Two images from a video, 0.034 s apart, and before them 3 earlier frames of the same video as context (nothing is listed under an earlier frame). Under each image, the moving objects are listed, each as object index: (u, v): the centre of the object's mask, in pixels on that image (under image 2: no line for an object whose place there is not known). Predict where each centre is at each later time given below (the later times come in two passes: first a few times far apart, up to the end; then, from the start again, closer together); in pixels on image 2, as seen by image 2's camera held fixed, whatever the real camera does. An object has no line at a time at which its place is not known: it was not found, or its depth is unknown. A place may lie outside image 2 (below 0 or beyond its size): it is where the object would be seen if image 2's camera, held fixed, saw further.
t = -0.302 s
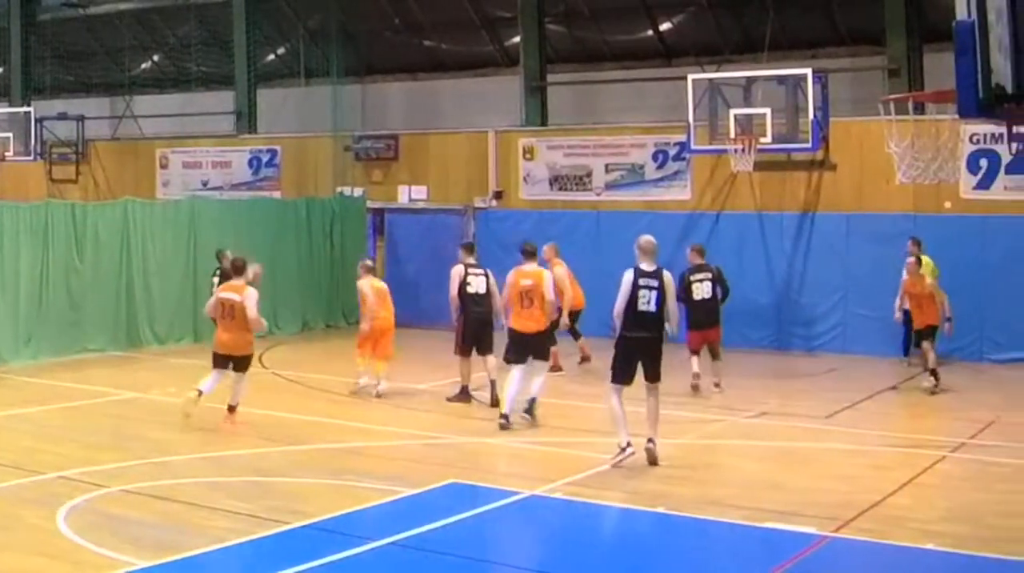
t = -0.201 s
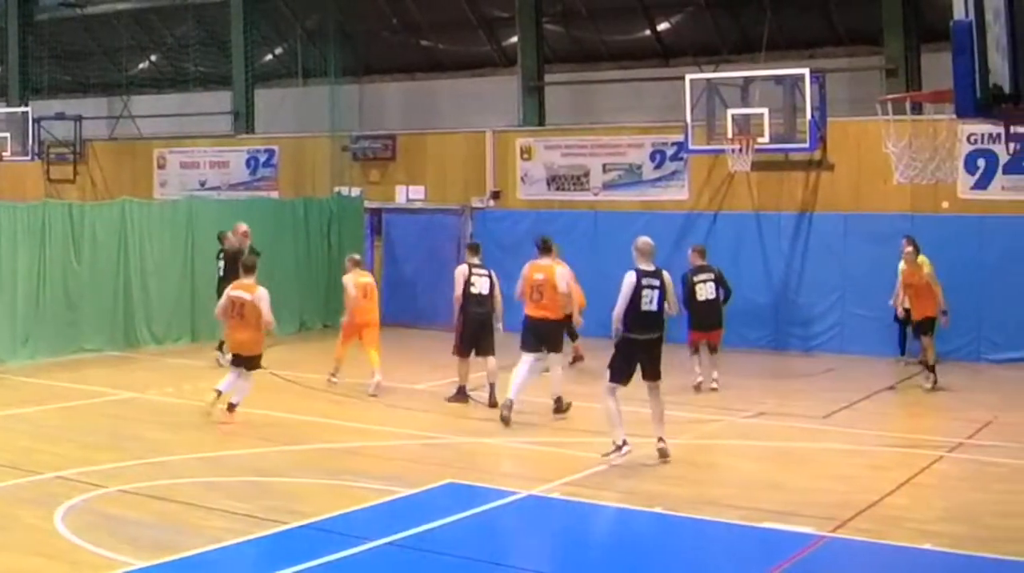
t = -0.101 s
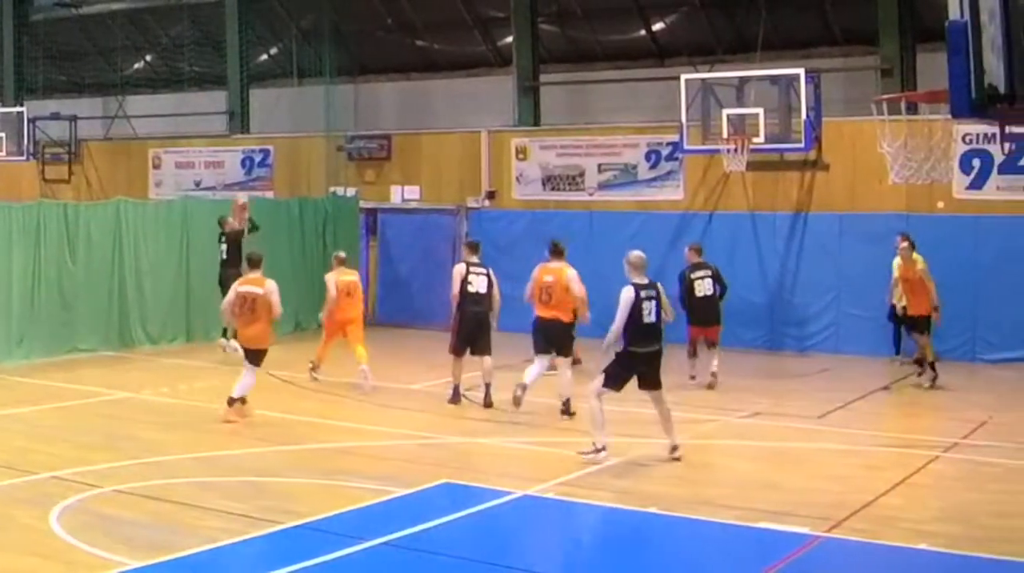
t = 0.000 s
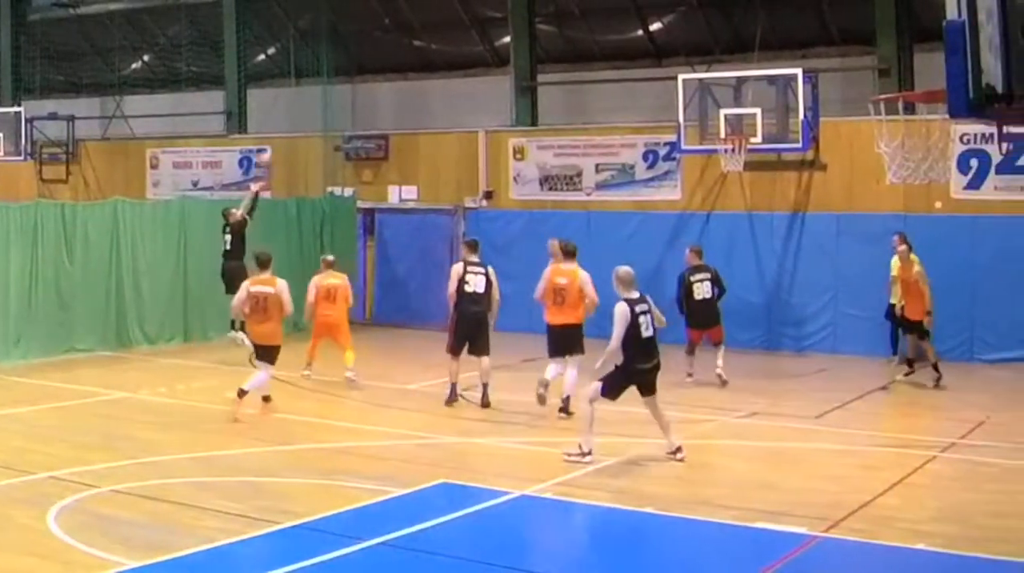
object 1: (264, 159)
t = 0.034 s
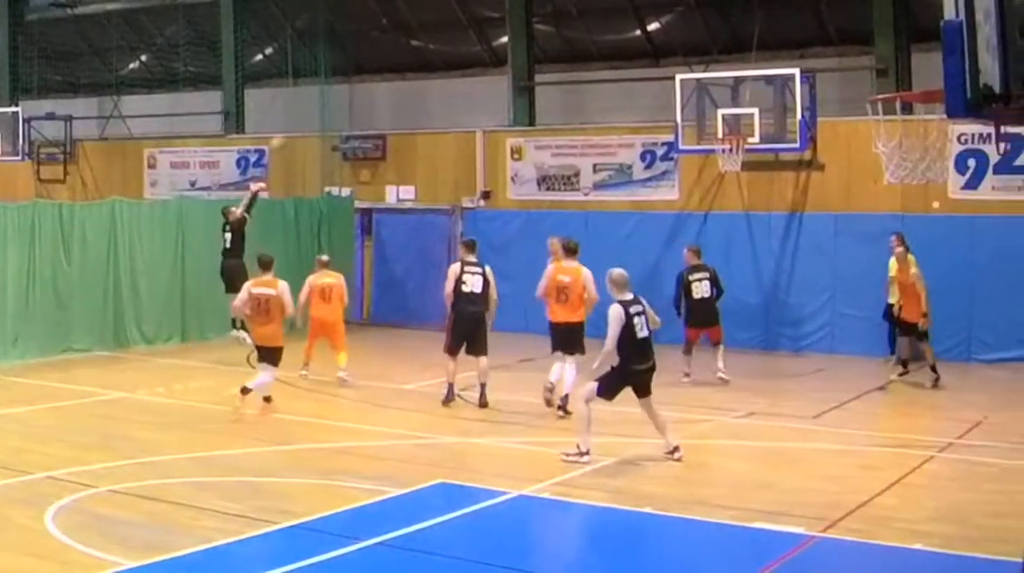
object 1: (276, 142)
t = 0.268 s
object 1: (367, 63)
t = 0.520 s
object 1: (460, 19)
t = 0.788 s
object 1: (558, 19)
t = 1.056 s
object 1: (655, 66)
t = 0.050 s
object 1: (283, 134)
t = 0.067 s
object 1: (288, 128)
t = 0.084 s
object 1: (296, 121)
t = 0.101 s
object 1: (302, 118)
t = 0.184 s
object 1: (334, 86)
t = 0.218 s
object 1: (348, 77)
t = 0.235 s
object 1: (354, 73)
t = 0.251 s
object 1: (361, 68)
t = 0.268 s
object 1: (367, 63)
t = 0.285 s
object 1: (373, 59)
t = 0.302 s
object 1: (379, 55)
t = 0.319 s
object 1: (385, 51)
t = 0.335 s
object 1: (392, 47)
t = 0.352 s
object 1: (398, 43)
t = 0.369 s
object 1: (403, 40)
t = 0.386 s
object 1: (410, 37)
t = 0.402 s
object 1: (416, 35)
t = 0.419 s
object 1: (423, 31)
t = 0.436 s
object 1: (428, 29)
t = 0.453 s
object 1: (435, 27)
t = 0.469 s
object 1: (441, 24)
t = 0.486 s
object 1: (448, 22)
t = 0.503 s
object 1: (454, 21)
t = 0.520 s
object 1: (460, 19)
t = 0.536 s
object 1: (466, 17)
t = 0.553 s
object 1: (471, 16)
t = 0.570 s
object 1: (478, 15)
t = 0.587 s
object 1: (484, 14)
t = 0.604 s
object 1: (491, 13)
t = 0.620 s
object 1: (496, 13)
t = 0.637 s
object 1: (503, 12)
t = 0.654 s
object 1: (509, 13)
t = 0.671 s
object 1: (515, 13)
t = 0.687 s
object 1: (521, 13)
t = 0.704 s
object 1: (528, 14)
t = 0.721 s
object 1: (534, 14)
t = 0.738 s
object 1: (540, 15)
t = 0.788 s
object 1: (558, 19)
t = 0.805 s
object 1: (564, 21)
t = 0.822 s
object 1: (570, 22)
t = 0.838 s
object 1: (577, 25)
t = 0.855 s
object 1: (583, 27)
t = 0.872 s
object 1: (589, 29)
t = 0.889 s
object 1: (595, 32)
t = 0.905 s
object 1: (601, 34)
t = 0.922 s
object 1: (607, 38)
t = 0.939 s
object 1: (613, 40)
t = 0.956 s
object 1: (619, 44)
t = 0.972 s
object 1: (625, 47)
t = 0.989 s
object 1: (631, 51)
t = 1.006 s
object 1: (638, 55)
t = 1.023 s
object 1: (644, 59)
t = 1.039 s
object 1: (649, 62)
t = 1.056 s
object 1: (655, 66)
